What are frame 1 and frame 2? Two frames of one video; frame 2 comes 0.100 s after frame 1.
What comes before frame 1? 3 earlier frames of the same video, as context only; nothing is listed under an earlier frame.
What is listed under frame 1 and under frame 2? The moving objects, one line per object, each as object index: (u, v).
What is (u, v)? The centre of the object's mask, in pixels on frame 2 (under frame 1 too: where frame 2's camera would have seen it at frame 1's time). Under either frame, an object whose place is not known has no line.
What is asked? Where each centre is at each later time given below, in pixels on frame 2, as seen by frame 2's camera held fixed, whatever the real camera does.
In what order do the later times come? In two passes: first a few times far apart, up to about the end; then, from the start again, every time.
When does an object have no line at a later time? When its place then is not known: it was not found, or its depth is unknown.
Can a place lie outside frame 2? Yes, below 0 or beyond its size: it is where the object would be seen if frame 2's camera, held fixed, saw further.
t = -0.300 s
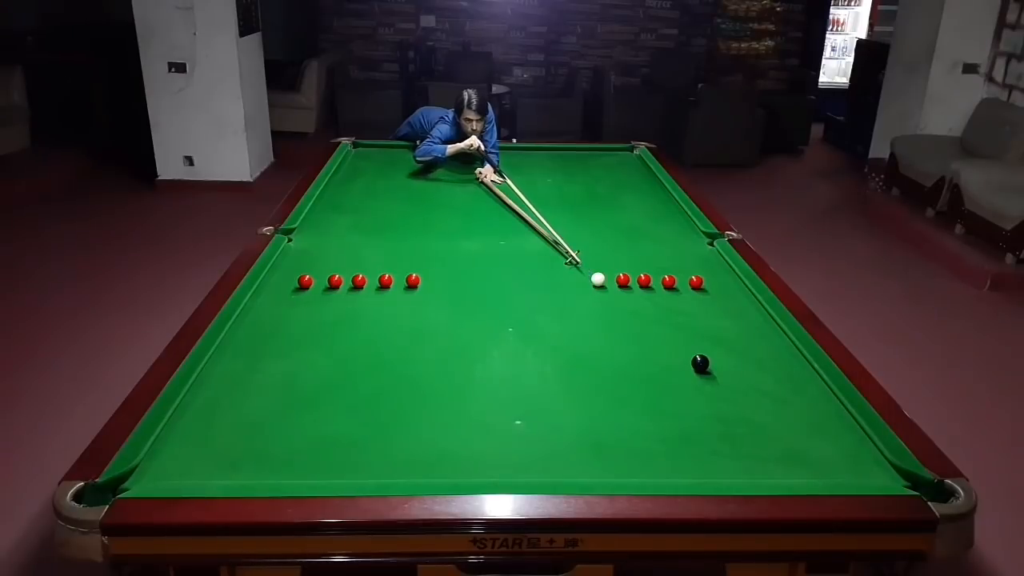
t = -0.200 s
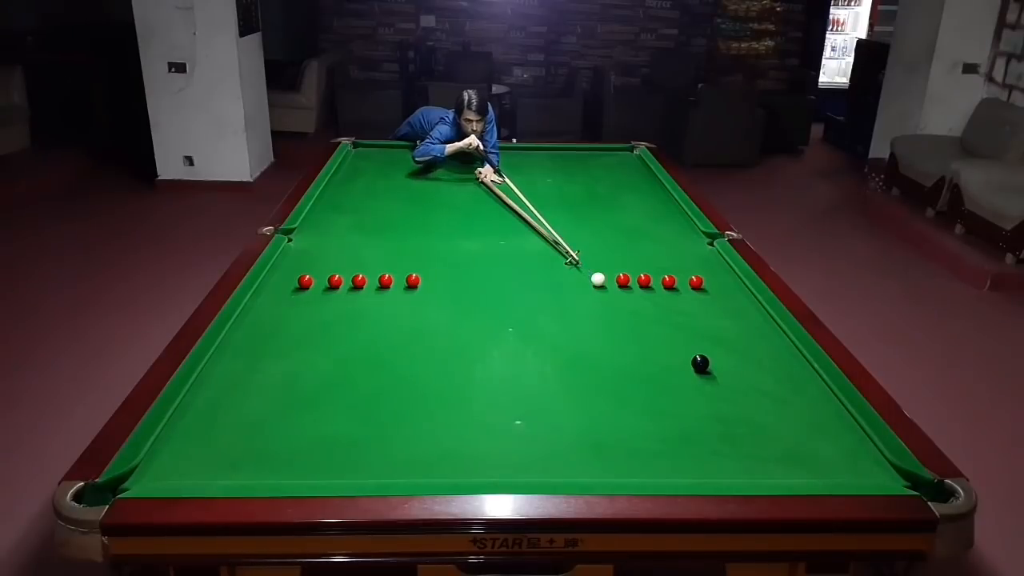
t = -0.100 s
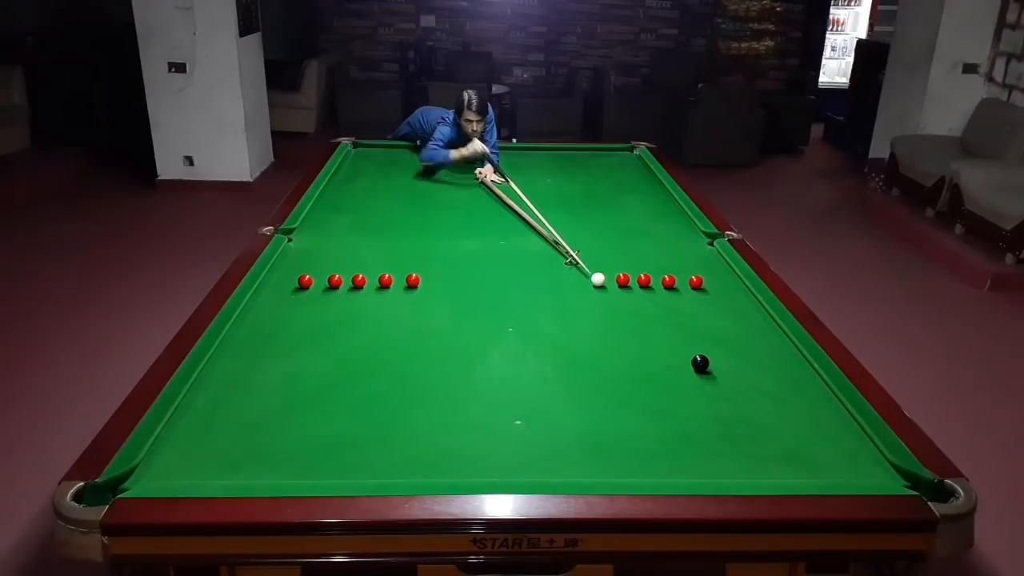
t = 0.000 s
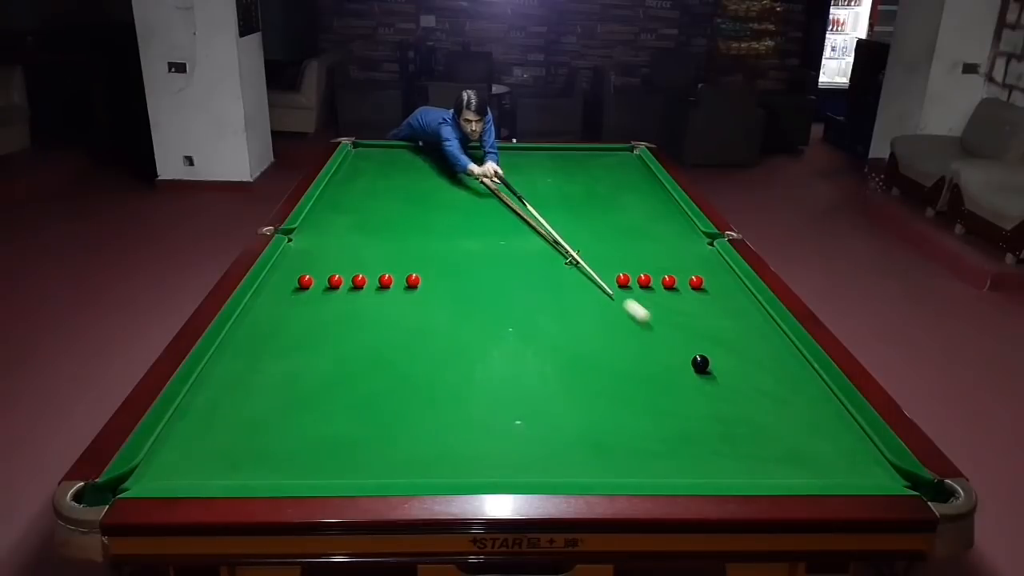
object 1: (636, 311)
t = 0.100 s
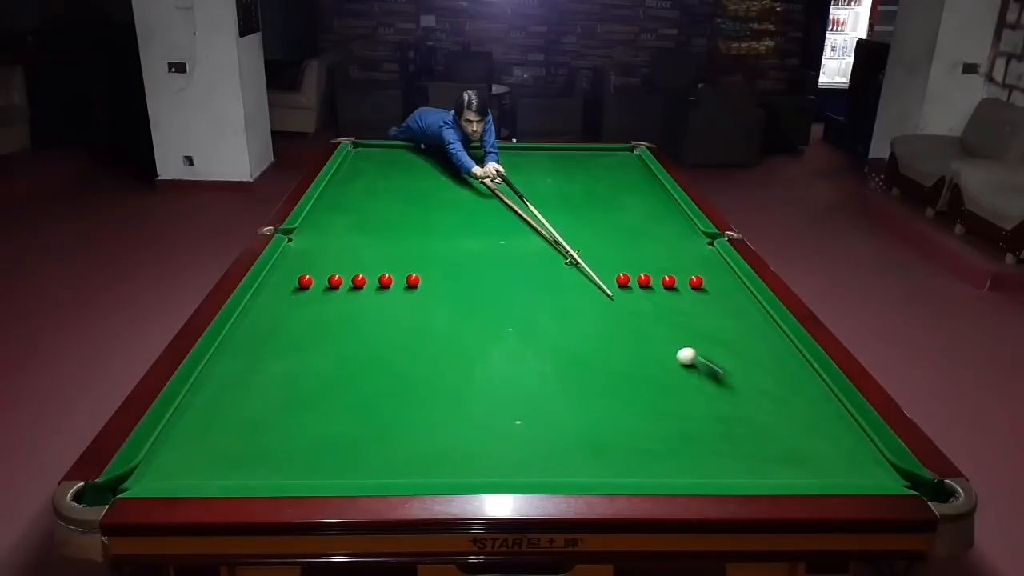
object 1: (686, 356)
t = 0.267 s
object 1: (662, 361)
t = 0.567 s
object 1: (620, 369)
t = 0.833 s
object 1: (584, 374)
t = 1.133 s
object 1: (546, 381)
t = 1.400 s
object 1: (514, 386)
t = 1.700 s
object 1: (480, 393)
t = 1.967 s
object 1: (452, 397)
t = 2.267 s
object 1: (423, 403)
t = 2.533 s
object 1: (400, 407)
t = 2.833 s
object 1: (379, 410)
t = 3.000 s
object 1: (368, 412)
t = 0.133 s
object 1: (681, 358)
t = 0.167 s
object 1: (676, 359)
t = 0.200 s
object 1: (672, 360)
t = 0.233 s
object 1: (667, 361)
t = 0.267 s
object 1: (662, 361)
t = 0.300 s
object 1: (657, 362)
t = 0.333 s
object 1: (653, 363)
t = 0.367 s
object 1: (648, 364)
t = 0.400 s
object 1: (643, 365)
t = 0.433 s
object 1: (638, 365)
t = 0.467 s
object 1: (634, 366)
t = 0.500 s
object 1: (629, 367)
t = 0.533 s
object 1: (625, 368)
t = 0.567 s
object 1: (620, 369)
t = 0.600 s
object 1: (616, 369)
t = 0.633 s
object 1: (611, 370)
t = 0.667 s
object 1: (607, 371)
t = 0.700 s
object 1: (602, 371)
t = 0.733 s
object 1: (598, 372)
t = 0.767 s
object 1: (593, 373)
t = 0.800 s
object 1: (589, 374)
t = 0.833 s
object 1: (584, 374)
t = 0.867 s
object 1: (580, 375)
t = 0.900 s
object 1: (576, 376)
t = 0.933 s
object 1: (572, 376)
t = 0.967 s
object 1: (567, 377)
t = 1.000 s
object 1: (563, 378)
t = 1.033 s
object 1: (559, 379)
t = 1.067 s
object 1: (555, 379)
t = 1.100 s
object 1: (550, 380)
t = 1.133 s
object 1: (546, 381)
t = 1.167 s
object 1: (542, 381)
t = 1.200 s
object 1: (538, 382)
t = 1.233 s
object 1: (534, 383)
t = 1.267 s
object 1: (530, 384)
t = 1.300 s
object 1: (526, 384)
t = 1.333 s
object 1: (522, 385)
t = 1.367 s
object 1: (518, 386)
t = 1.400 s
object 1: (514, 386)
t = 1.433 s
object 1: (510, 387)
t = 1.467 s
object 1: (506, 388)
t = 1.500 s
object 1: (502, 388)
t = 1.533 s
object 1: (499, 389)
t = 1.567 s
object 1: (495, 390)
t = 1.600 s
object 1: (491, 390)
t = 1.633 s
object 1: (487, 391)
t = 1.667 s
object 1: (484, 392)
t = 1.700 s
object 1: (480, 393)
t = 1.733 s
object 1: (476, 393)
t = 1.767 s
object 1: (473, 394)
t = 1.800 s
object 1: (469, 394)
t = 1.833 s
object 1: (465, 395)
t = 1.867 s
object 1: (462, 396)
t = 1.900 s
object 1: (459, 396)
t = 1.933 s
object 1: (455, 397)
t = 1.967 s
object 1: (452, 397)
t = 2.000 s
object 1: (449, 398)
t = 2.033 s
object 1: (445, 398)
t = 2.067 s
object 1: (442, 399)
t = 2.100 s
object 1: (439, 400)
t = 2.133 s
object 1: (436, 400)
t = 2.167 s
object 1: (432, 401)
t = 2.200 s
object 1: (429, 402)
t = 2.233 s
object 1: (426, 402)
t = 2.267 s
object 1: (423, 403)
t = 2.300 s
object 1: (420, 403)
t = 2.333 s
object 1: (417, 404)
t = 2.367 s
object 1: (414, 404)
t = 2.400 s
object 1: (411, 405)
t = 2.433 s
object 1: (409, 405)
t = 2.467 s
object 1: (406, 406)
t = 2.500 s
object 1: (403, 406)
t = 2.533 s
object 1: (400, 407)
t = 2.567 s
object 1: (398, 407)
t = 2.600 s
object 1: (395, 408)
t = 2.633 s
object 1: (393, 408)
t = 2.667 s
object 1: (390, 409)
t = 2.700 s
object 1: (388, 409)
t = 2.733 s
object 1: (385, 409)
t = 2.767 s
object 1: (383, 410)
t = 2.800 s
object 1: (381, 410)
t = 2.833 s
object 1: (379, 410)
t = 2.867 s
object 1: (376, 411)
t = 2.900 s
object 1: (374, 411)
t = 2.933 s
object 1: (372, 411)
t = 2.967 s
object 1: (370, 412)
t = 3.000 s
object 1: (368, 412)
